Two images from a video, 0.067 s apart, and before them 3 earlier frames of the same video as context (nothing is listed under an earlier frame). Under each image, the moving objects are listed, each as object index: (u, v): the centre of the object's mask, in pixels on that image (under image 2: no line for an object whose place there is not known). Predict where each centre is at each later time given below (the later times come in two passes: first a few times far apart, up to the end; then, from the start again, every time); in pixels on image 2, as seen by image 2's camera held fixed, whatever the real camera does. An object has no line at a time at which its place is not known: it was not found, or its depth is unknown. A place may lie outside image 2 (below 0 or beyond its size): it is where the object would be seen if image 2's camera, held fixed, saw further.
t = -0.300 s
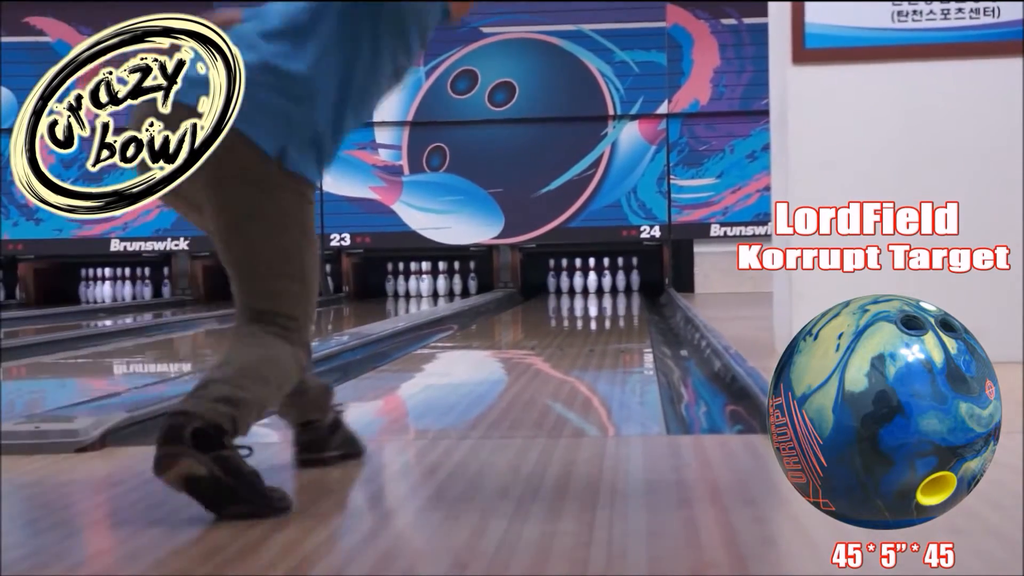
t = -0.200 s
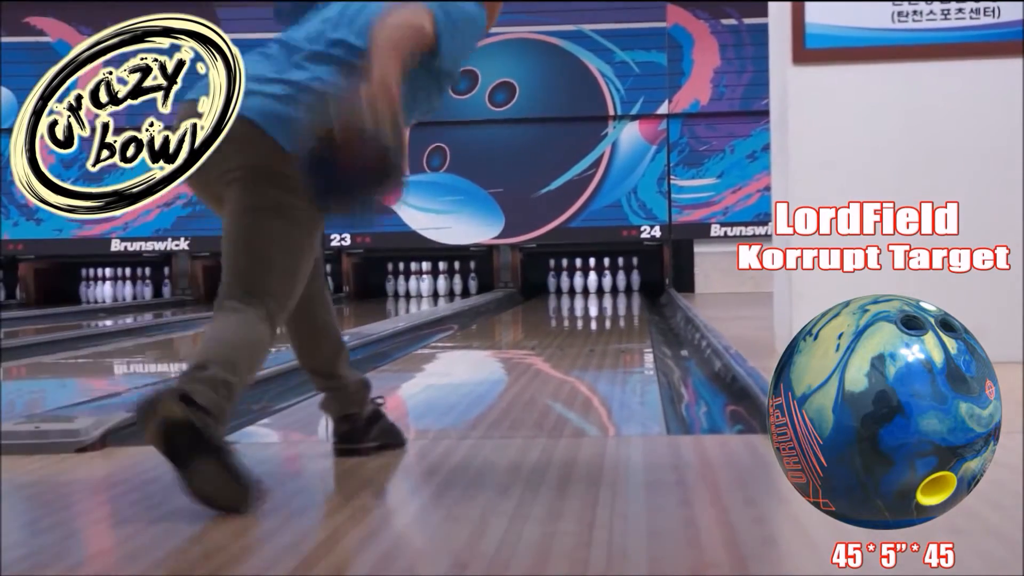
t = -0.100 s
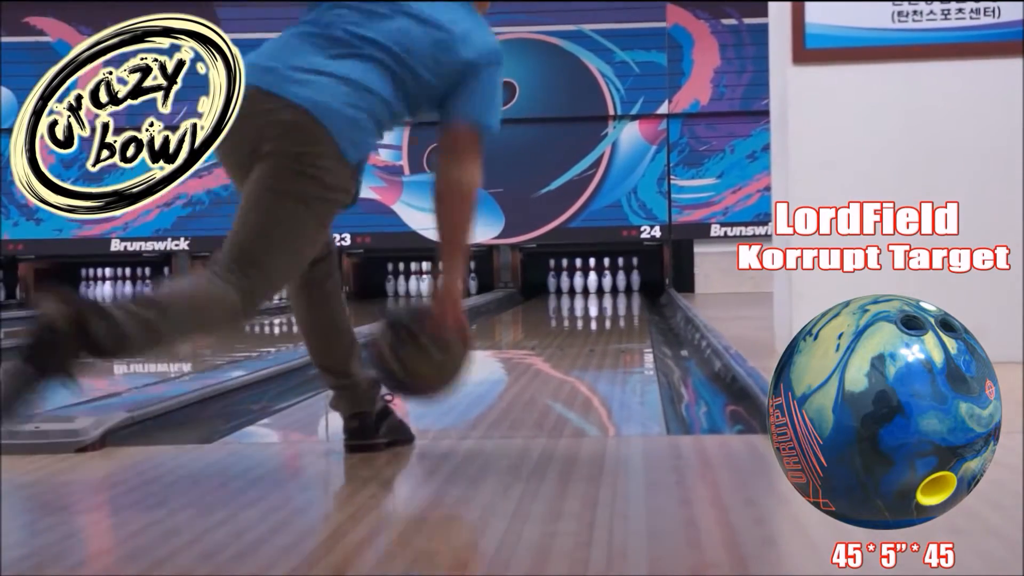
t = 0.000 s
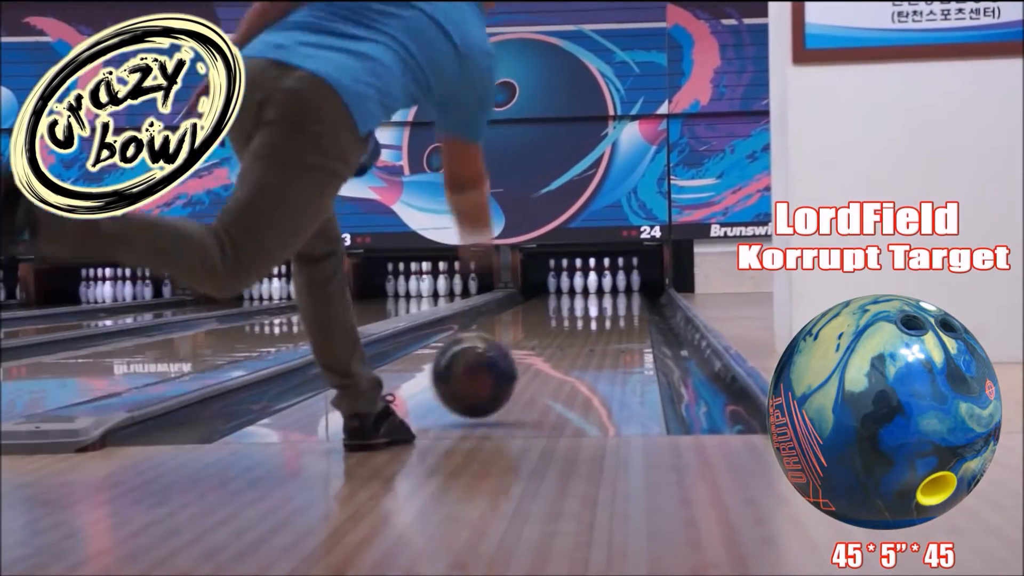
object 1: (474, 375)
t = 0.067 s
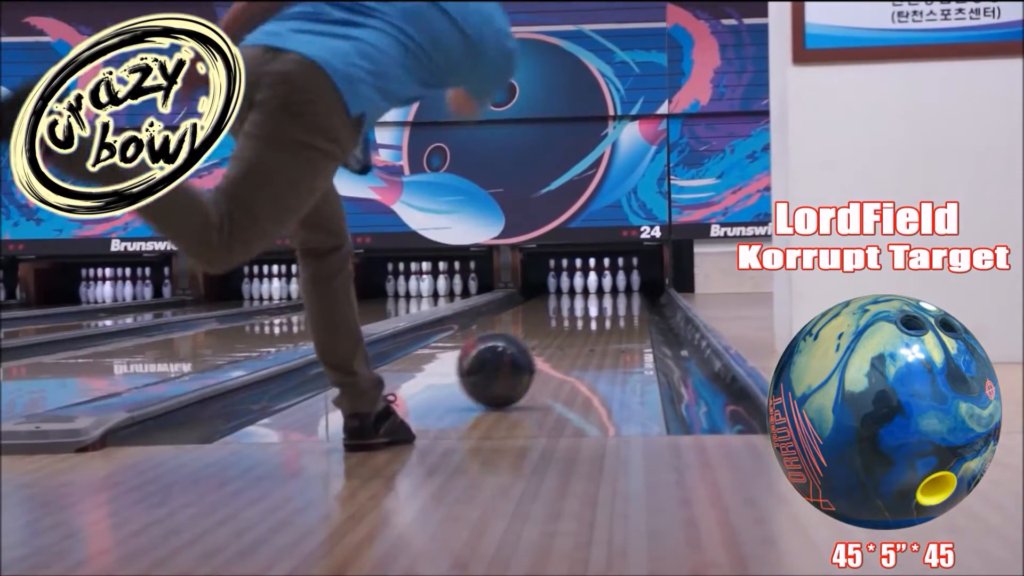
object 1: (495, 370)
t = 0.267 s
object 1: (540, 345)
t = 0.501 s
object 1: (574, 326)
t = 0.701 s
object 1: (592, 315)
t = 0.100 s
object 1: (504, 366)
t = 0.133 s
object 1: (513, 360)
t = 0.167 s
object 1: (521, 356)
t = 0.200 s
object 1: (528, 353)
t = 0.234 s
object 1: (535, 349)
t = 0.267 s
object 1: (540, 345)
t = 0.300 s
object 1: (547, 342)
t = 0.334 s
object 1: (552, 339)
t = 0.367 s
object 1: (557, 336)
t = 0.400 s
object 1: (562, 334)
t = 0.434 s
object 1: (566, 331)
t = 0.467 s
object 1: (570, 329)
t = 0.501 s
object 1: (574, 326)
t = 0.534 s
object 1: (577, 324)
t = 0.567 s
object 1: (580, 322)
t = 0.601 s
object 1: (583, 320)
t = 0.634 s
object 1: (586, 319)
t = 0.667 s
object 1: (589, 317)
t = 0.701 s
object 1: (592, 315)
